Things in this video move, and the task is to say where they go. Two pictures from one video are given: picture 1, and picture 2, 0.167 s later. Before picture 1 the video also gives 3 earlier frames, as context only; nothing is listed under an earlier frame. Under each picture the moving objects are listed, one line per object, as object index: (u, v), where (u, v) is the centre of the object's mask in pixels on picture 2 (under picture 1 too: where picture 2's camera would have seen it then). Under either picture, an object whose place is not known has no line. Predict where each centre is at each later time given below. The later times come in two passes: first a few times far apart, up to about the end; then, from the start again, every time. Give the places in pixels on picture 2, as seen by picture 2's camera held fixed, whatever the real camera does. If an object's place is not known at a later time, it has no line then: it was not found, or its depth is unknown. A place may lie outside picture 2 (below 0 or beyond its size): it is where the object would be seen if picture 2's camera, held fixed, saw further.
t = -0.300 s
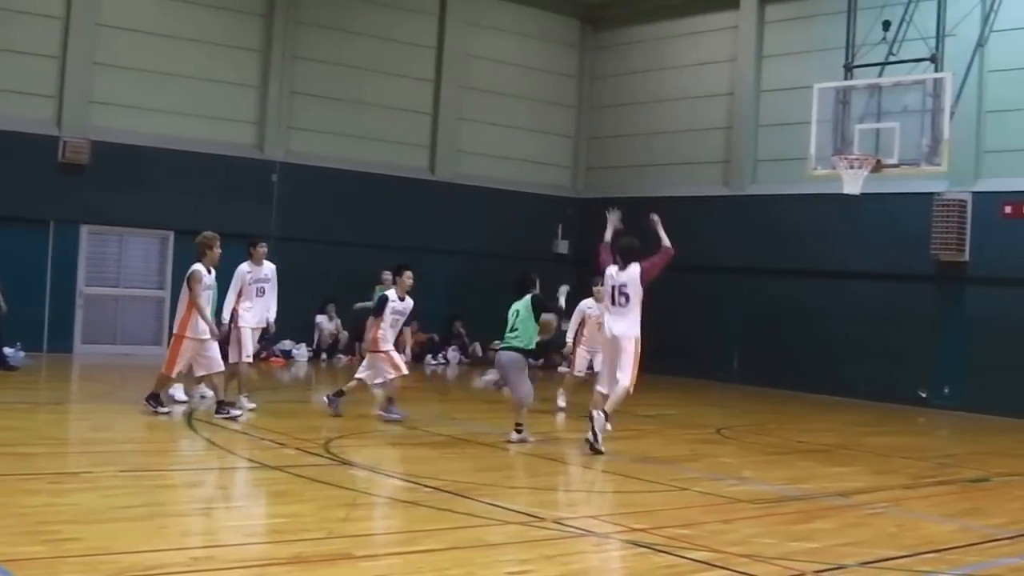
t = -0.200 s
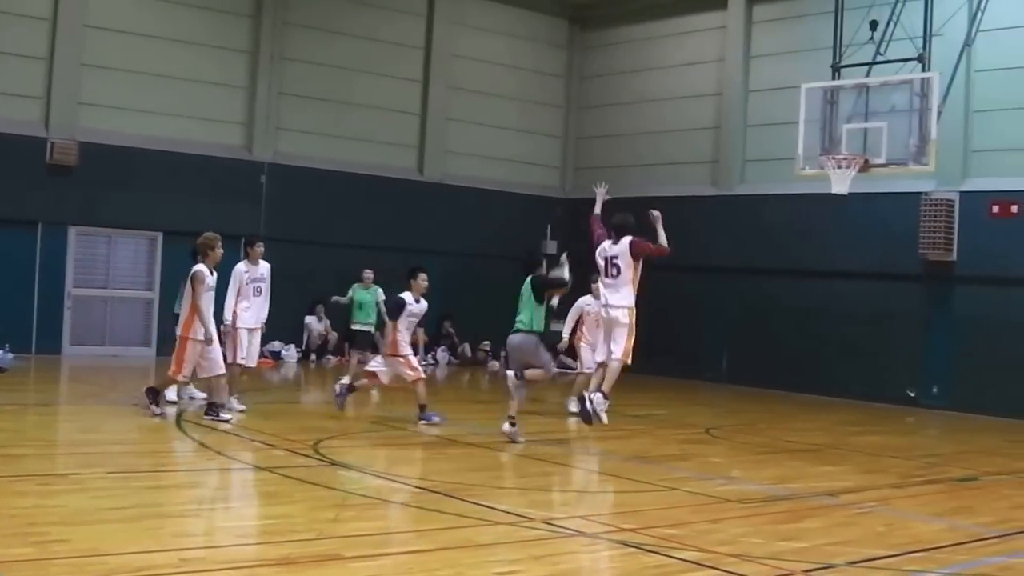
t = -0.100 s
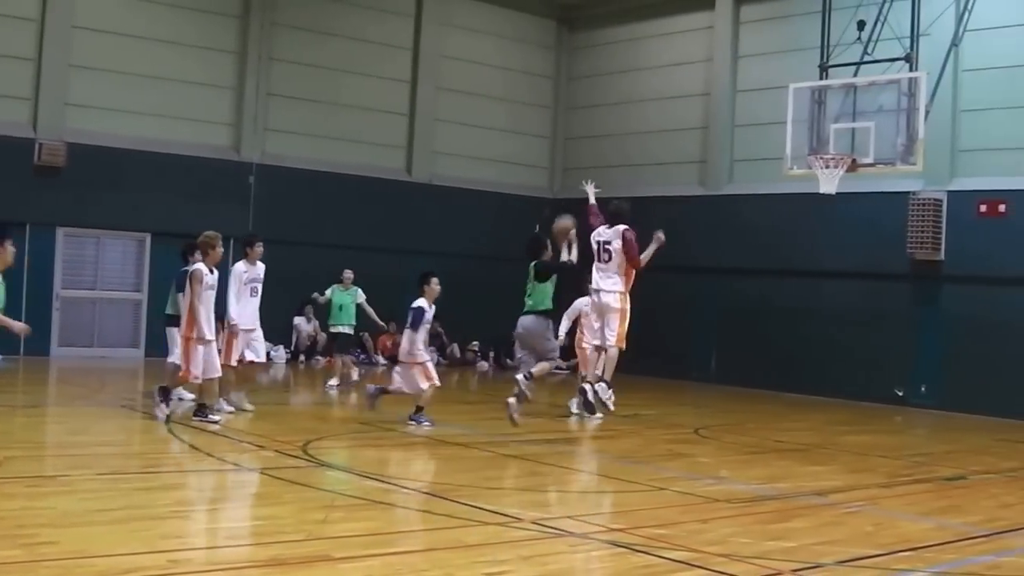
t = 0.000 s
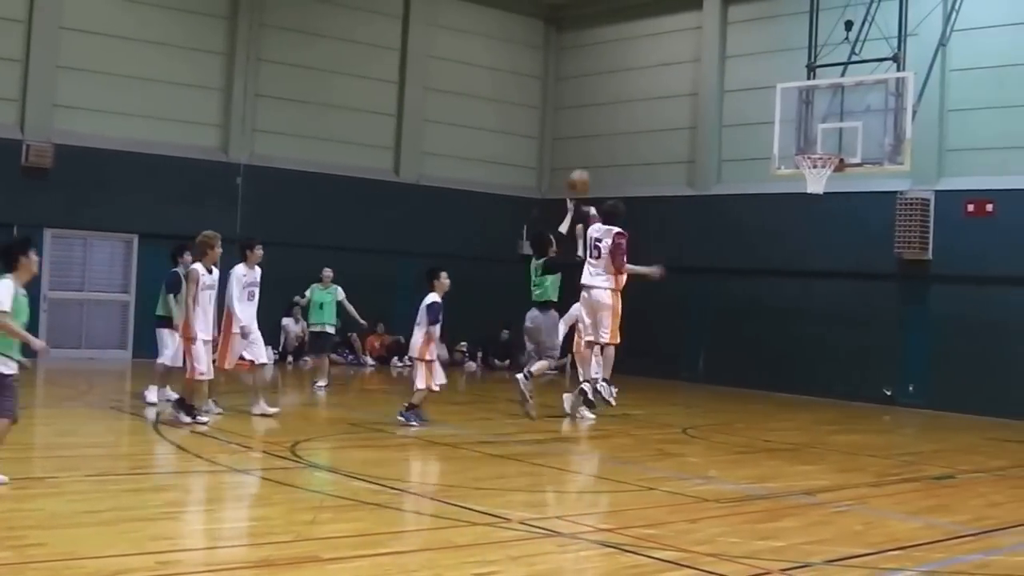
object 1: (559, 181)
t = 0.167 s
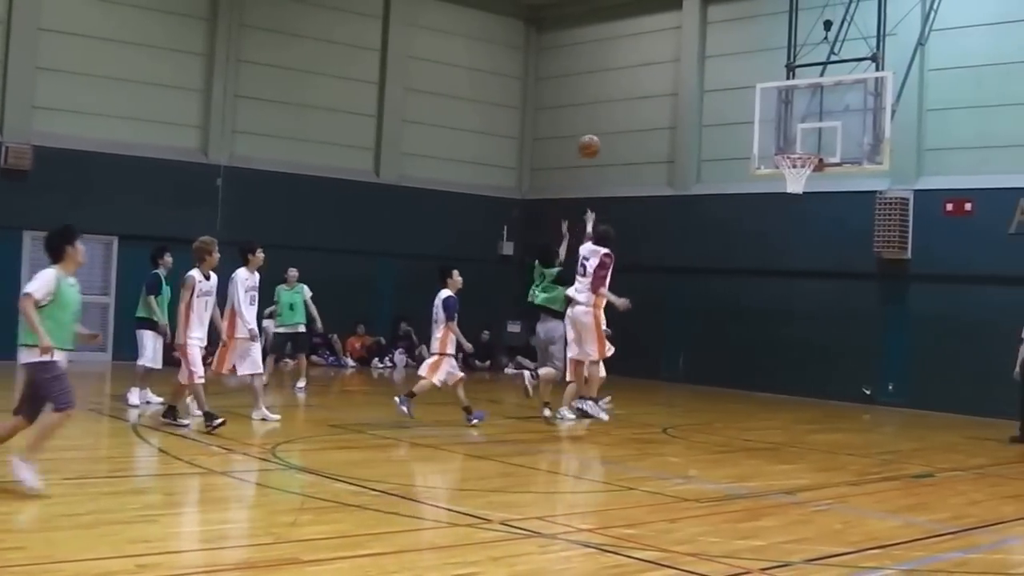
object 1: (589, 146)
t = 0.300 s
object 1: (610, 138)
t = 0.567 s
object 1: (648, 167)
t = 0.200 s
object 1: (594, 142)
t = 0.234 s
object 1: (600, 140)
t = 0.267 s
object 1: (605, 138)
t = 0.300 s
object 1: (610, 138)
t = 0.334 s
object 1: (616, 138)
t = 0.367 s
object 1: (620, 139)
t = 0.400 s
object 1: (625, 141)
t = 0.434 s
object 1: (630, 144)
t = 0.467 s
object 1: (635, 149)
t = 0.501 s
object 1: (640, 154)
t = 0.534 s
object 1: (644, 160)
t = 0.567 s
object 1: (648, 167)
